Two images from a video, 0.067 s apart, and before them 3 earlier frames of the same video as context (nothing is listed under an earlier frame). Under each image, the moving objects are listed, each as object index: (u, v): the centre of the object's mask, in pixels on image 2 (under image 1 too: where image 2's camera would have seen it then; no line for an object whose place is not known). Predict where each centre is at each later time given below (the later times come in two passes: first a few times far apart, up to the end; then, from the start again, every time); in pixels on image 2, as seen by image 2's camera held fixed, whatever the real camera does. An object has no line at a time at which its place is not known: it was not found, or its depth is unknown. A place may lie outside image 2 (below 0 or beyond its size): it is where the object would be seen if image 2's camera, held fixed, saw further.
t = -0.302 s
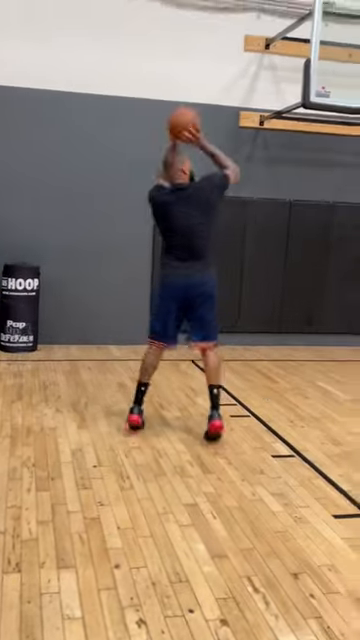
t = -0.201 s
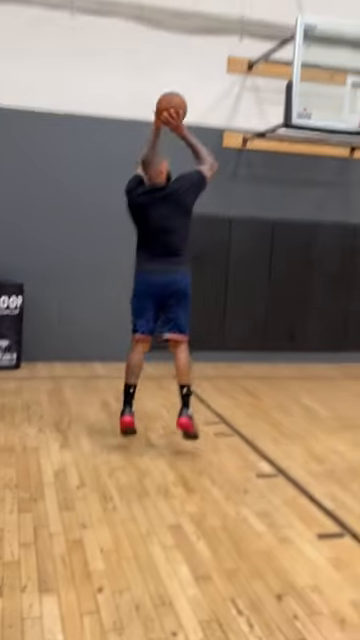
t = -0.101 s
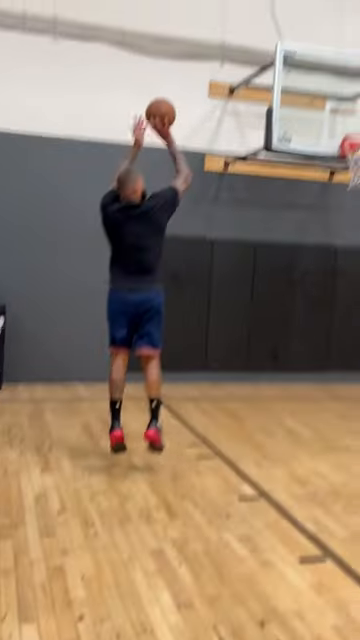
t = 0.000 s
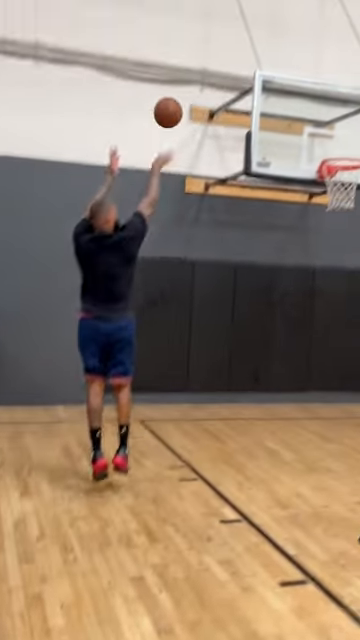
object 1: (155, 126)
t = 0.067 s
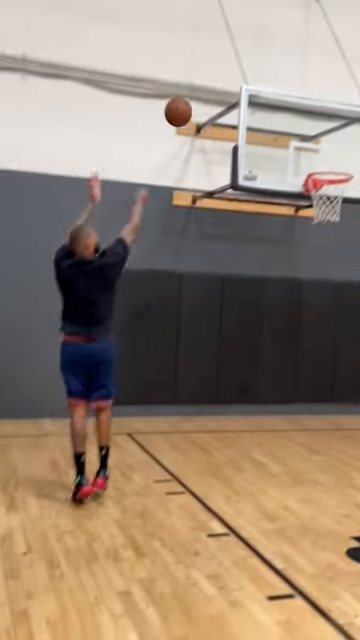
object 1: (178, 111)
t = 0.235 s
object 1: (227, 100)
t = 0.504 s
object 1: (287, 137)
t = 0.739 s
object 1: (339, 187)
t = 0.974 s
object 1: (342, 217)
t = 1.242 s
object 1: (329, 303)
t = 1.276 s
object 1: (327, 318)
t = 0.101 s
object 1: (188, 107)
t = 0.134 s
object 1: (199, 103)
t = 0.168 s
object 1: (209, 101)
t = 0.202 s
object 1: (218, 100)
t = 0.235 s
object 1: (227, 100)
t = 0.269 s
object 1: (236, 101)
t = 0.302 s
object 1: (244, 103)
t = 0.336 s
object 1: (252, 107)
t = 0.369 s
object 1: (259, 112)
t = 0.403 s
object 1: (267, 117)
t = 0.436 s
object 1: (274, 123)
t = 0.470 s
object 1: (281, 129)
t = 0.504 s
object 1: (287, 137)
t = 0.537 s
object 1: (292, 147)
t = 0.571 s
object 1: (299, 155)
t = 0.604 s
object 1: (307, 161)
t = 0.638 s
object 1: (315, 166)
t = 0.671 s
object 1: (324, 169)
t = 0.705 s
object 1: (331, 180)
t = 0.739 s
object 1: (339, 187)
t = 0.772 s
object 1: (344, 193)
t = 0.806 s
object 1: (346, 197)
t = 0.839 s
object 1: (347, 200)
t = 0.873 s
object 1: (345, 204)
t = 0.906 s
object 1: (344, 207)
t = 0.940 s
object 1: (343, 210)
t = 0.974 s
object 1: (342, 217)
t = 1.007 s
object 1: (340, 224)
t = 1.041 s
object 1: (339, 231)
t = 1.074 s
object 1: (337, 241)
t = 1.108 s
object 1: (335, 251)
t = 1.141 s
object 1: (334, 262)
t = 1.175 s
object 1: (333, 275)
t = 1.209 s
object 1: (331, 289)
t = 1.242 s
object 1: (329, 303)
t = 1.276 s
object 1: (327, 318)
